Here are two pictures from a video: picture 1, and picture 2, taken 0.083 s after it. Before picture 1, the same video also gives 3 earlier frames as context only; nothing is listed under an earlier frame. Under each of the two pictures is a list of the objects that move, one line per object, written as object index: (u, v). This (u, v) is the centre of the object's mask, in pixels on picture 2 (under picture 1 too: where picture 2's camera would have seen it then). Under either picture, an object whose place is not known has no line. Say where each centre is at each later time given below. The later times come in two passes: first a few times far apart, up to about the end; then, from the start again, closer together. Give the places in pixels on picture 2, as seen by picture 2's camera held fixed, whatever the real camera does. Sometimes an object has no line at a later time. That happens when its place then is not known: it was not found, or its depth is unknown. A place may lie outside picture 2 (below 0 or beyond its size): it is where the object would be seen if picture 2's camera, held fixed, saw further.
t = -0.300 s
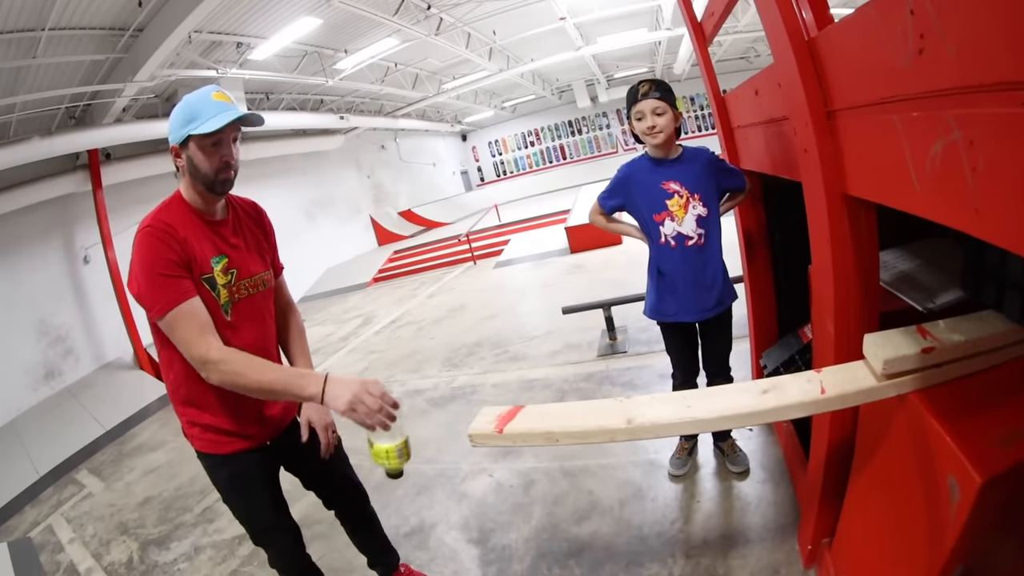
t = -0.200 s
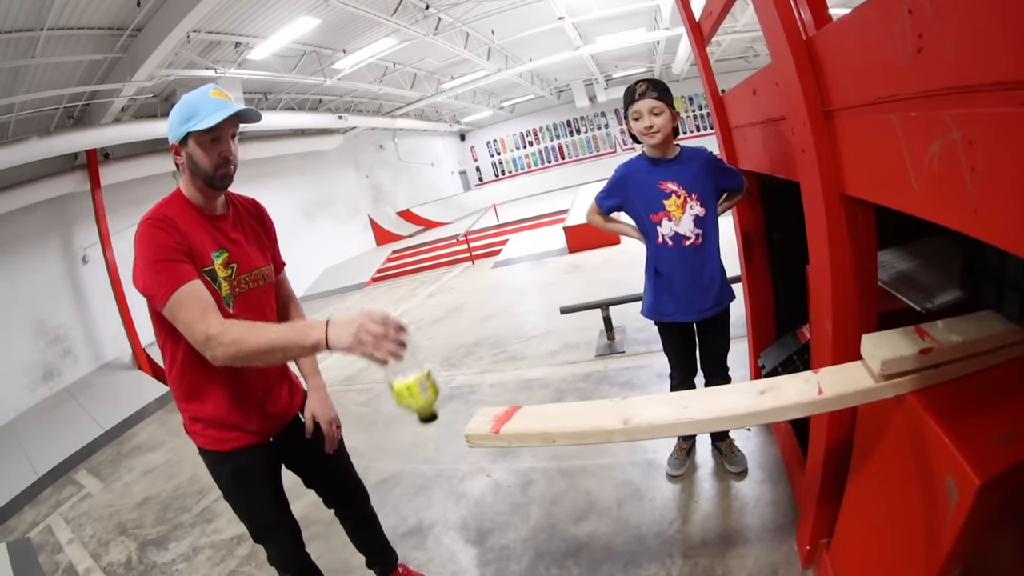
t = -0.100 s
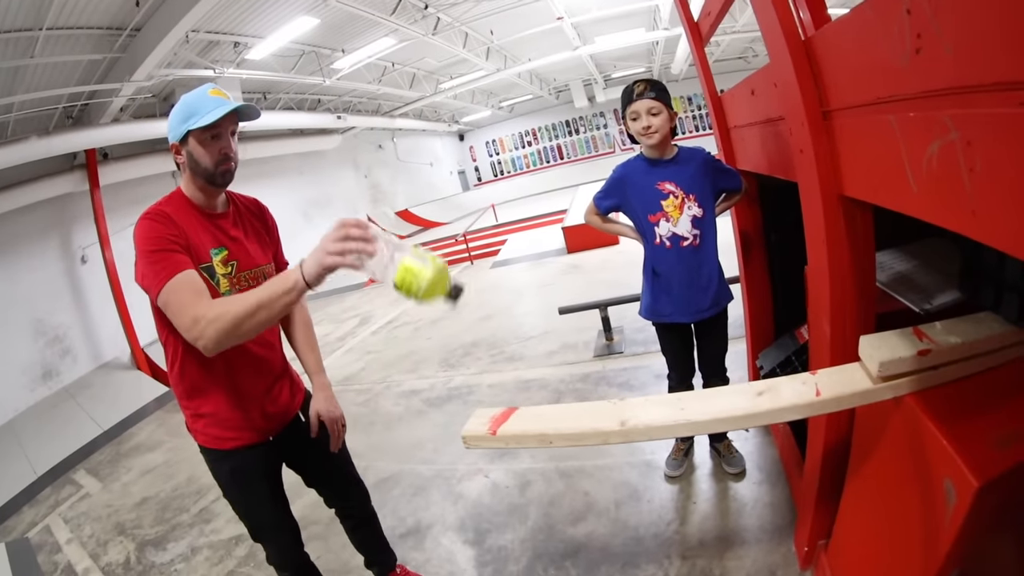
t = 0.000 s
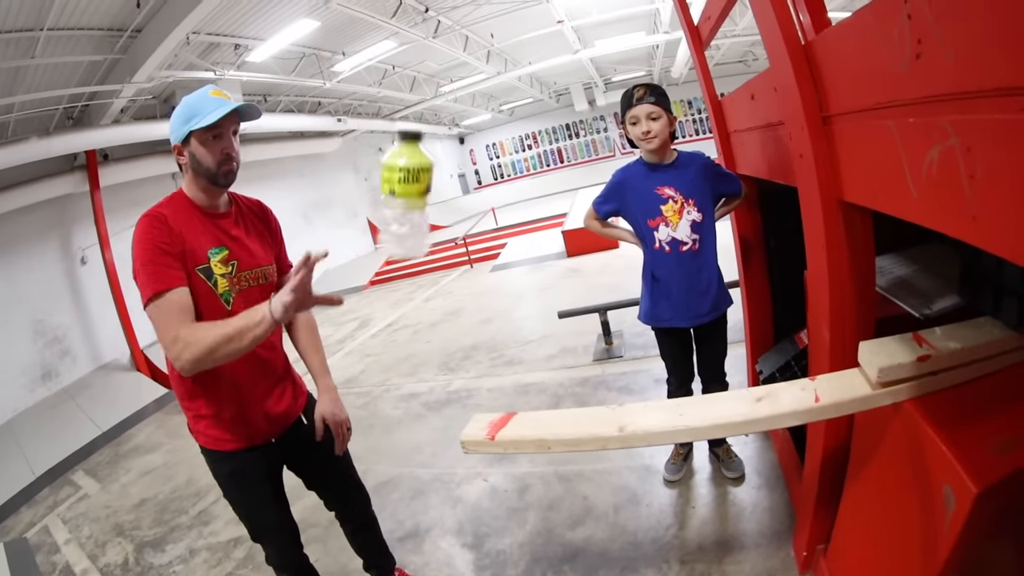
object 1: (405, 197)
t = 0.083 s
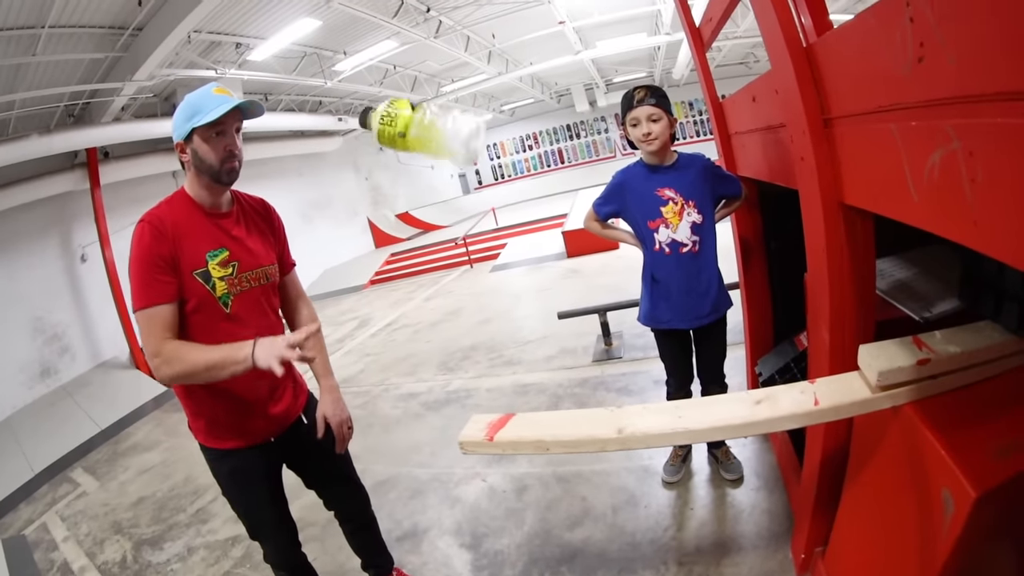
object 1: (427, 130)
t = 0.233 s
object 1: (439, 124)
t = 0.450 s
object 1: (516, 367)
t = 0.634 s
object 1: (509, 406)
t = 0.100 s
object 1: (427, 121)
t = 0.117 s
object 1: (427, 115)
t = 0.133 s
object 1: (428, 110)
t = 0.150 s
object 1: (430, 108)
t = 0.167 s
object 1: (431, 109)
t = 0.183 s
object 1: (431, 110)
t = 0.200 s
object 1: (433, 113)
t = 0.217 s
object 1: (436, 117)
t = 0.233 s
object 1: (439, 124)
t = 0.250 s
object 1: (443, 132)
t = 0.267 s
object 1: (446, 143)
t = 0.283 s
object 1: (451, 156)
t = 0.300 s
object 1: (456, 171)
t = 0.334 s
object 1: (469, 209)
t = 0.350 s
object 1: (476, 230)
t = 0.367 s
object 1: (483, 252)
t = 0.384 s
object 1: (491, 276)
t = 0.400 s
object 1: (499, 301)
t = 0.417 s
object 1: (509, 329)
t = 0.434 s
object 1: (520, 359)
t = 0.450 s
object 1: (516, 367)
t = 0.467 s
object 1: (515, 377)
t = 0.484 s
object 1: (516, 391)
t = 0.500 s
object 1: (511, 401)
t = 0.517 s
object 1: (511, 403)
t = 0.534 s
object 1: (509, 402)
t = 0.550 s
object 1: (508, 401)
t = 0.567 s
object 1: (509, 400)
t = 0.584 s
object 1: (509, 400)
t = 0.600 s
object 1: (509, 402)
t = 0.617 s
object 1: (509, 405)
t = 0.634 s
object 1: (509, 406)
